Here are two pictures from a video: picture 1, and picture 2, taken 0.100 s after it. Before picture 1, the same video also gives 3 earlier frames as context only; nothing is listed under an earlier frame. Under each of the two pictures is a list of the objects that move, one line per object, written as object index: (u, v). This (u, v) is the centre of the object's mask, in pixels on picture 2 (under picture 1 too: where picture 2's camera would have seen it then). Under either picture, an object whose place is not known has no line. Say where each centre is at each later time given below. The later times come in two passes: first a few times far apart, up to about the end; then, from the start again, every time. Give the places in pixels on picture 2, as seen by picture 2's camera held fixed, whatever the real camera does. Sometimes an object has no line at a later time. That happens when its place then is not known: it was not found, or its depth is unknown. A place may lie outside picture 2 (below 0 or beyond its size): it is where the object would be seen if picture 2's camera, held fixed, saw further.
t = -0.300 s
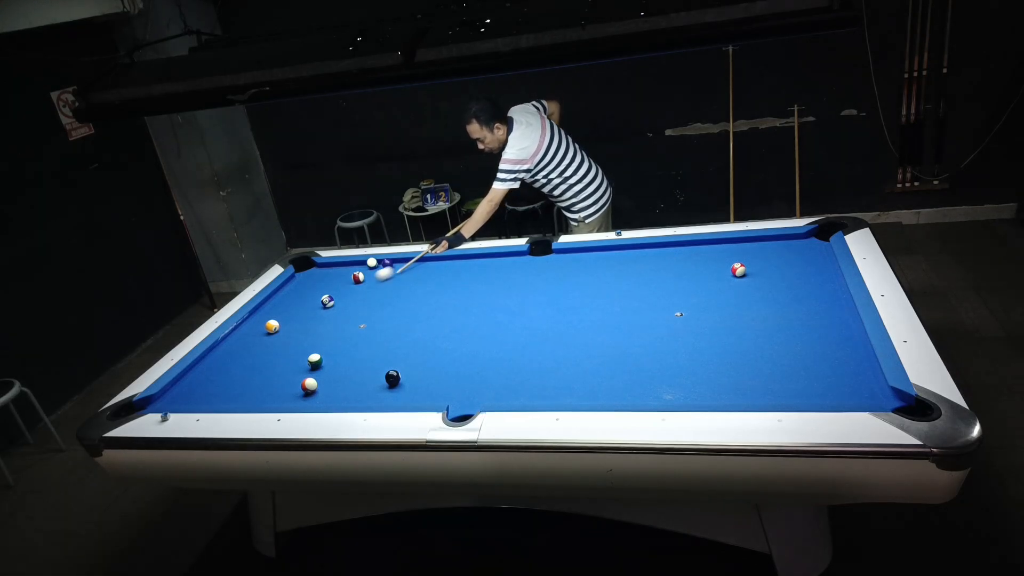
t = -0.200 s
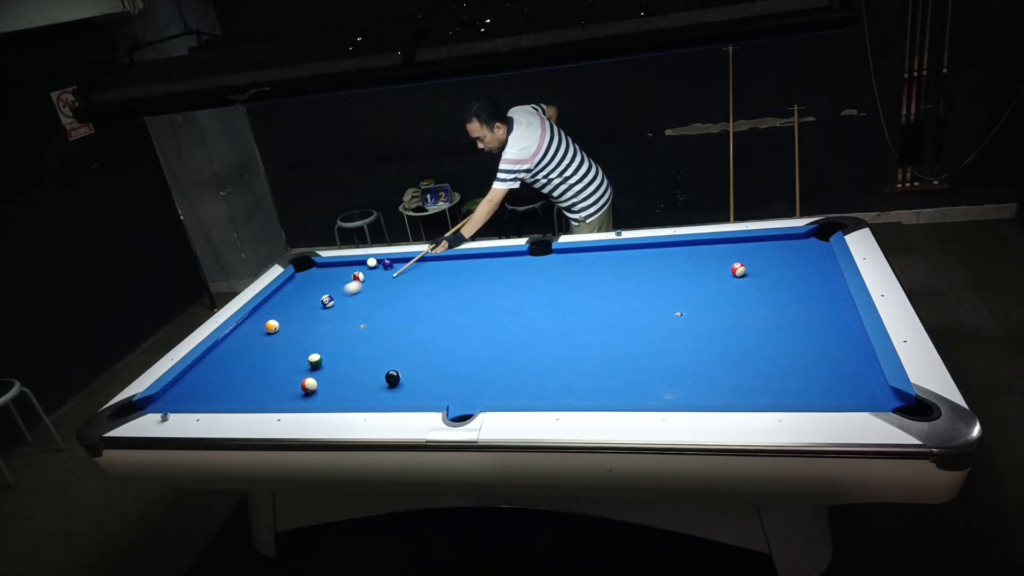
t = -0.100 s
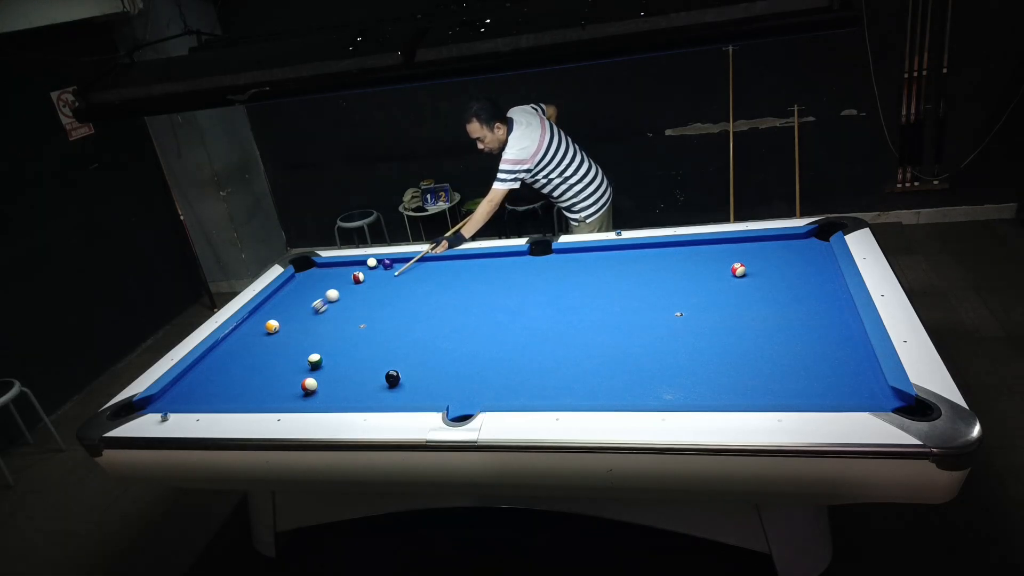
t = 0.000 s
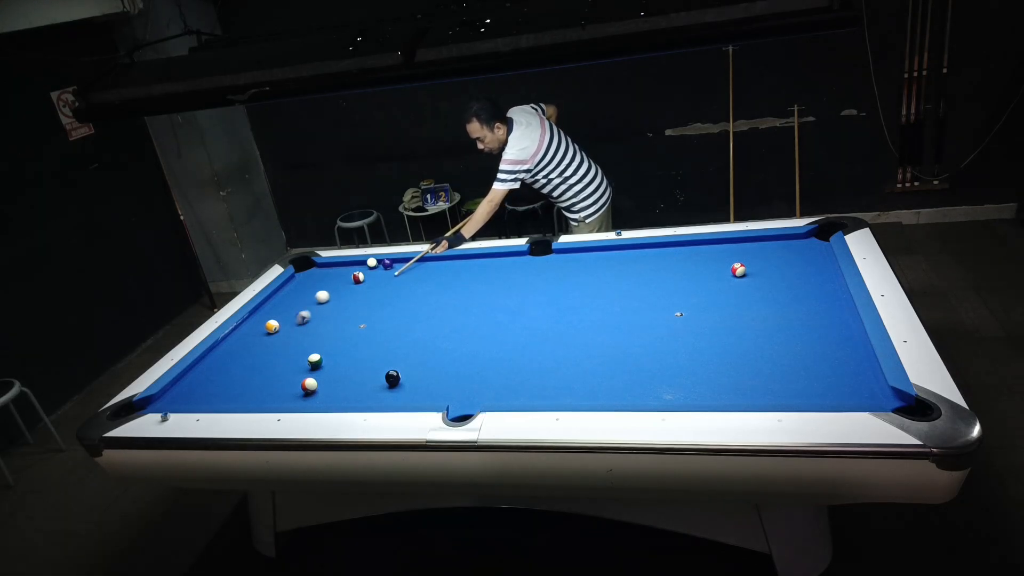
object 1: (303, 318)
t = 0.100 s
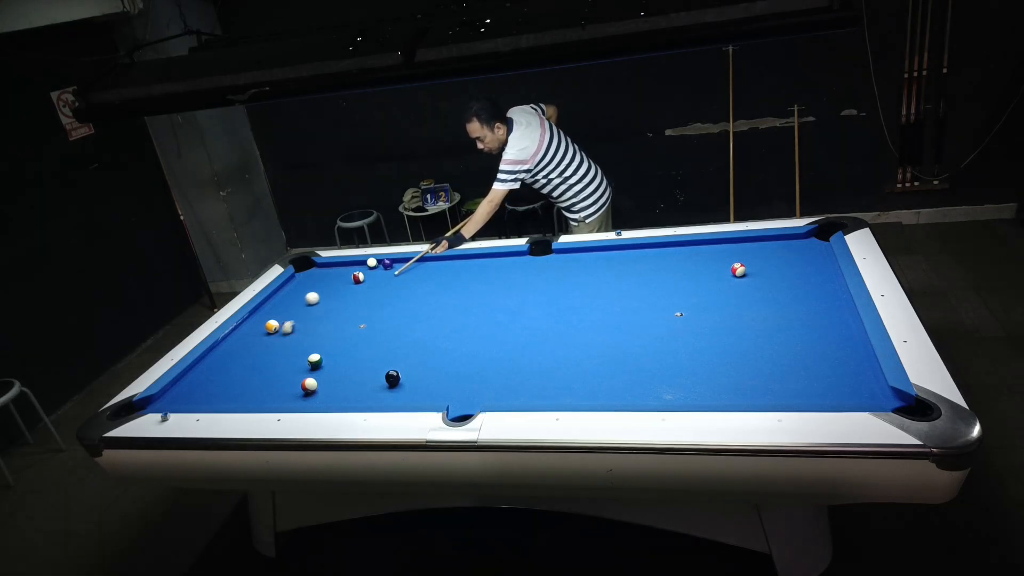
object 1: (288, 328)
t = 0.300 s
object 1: (256, 348)
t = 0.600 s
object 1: (205, 380)
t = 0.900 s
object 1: (169, 397)
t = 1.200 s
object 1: (181, 380)
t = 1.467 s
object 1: (200, 369)
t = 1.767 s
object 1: (219, 358)
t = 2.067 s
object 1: (236, 347)
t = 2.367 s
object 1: (250, 339)
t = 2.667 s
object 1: (261, 332)
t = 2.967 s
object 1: (262, 331)
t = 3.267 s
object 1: (262, 331)
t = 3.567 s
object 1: (262, 331)
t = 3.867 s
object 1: (262, 331)
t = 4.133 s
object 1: (262, 331)
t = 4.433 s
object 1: (262, 331)
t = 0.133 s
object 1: (283, 330)
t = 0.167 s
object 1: (277, 334)
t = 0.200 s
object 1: (272, 337)
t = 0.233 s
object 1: (267, 340)
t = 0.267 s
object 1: (261, 344)
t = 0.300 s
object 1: (256, 348)
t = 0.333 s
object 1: (250, 351)
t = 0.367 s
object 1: (245, 354)
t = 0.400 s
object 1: (240, 359)
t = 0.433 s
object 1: (234, 361)
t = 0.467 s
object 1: (228, 365)
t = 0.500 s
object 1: (222, 370)
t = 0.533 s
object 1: (216, 373)
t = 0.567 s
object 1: (211, 376)
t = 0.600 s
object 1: (205, 380)
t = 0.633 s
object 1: (200, 384)
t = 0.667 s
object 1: (193, 388)
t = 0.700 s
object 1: (187, 391)
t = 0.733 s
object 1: (181, 396)
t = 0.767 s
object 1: (175, 398)
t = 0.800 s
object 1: (169, 401)
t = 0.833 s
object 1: (168, 400)
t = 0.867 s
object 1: (169, 399)
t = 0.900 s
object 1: (169, 397)
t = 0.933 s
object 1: (171, 396)
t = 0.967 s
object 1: (172, 393)
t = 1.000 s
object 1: (172, 391)
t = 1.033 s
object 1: (173, 389)
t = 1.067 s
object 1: (174, 387)
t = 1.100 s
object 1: (175, 385)
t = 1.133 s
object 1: (177, 383)
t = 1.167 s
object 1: (178, 382)
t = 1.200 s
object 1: (181, 380)
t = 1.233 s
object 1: (185, 378)
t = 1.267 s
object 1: (187, 377)
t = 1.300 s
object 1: (189, 375)
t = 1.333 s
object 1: (191, 375)
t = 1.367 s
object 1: (194, 372)
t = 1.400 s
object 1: (197, 371)
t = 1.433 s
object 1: (199, 369)
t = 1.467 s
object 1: (200, 369)
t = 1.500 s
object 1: (203, 367)
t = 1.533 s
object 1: (204, 367)
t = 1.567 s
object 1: (207, 364)
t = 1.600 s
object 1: (209, 363)
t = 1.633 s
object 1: (211, 362)
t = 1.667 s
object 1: (213, 361)
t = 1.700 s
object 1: (215, 360)
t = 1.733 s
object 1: (217, 359)
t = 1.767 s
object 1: (219, 358)
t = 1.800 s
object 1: (221, 356)
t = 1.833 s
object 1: (223, 355)
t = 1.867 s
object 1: (225, 354)
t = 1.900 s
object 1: (228, 352)
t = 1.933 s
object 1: (229, 352)
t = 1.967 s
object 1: (231, 351)
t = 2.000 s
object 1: (232, 350)
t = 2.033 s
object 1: (234, 349)
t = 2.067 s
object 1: (236, 347)
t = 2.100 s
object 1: (238, 346)
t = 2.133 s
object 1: (239, 345)
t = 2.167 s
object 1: (241, 344)
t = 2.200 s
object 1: (243, 343)
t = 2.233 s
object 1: (244, 342)
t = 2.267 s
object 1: (246, 342)
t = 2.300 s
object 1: (247, 341)
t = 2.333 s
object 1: (248, 340)
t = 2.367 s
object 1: (250, 339)
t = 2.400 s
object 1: (252, 338)
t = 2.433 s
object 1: (253, 337)
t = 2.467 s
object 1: (255, 336)
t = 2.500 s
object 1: (256, 335)
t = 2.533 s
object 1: (258, 334)
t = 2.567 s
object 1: (259, 333)
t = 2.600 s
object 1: (260, 333)
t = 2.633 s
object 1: (260, 333)
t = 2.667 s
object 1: (261, 332)
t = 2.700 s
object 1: (261, 332)
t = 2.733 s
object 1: (261, 332)
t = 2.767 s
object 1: (261, 332)
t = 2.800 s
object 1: (262, 332)
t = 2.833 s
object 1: (262, 332)
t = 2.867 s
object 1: (262, 331)
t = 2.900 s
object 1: (262, 331)
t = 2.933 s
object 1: (262, 331)
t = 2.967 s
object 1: (262, 331)
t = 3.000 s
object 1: (262, 331)
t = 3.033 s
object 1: (262, 331)
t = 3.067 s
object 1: (262, 331)
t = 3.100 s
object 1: (262, 331)
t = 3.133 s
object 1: (262, 331)
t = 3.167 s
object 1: (262, 331)
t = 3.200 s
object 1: (262, 331)
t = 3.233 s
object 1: (262, 331)
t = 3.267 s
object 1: (262, 331)
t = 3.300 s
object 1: (262, 331)
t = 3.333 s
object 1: (262, 331)
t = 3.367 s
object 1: (262, 331)
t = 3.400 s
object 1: (262, 331)
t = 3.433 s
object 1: (262, 331)
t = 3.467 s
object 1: (262, 331)
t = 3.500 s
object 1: (262, 331)
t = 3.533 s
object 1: (262, 331)
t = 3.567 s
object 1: (262, 331)
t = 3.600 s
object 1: (262, 331)
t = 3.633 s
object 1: (262, 331)
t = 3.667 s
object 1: (262, 331)
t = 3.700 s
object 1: (262, 331)
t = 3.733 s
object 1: (262, 331)
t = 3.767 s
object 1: (262, 331)
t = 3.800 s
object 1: (262, 331)
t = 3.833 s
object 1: (262, 331)
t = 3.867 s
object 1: (262, 331)
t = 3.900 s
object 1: (262, 331)
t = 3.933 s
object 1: (262, 331)
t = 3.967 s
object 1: (262, 331)
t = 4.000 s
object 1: (262, 331)
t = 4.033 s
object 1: (262, 331)
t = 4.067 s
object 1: (262, 331)
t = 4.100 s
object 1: (262, 331)
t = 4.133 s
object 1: (262, 331)
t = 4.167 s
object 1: (262, 331)
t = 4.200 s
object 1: (262, 331)
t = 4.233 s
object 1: (262, 331)
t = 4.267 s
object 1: (262, 331)
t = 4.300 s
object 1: (262, 331)
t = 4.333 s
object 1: (262, 331)
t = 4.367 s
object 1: (262, 331)
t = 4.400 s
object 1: (262, 331)
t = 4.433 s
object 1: (262, 331)
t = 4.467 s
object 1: (262, 331)
